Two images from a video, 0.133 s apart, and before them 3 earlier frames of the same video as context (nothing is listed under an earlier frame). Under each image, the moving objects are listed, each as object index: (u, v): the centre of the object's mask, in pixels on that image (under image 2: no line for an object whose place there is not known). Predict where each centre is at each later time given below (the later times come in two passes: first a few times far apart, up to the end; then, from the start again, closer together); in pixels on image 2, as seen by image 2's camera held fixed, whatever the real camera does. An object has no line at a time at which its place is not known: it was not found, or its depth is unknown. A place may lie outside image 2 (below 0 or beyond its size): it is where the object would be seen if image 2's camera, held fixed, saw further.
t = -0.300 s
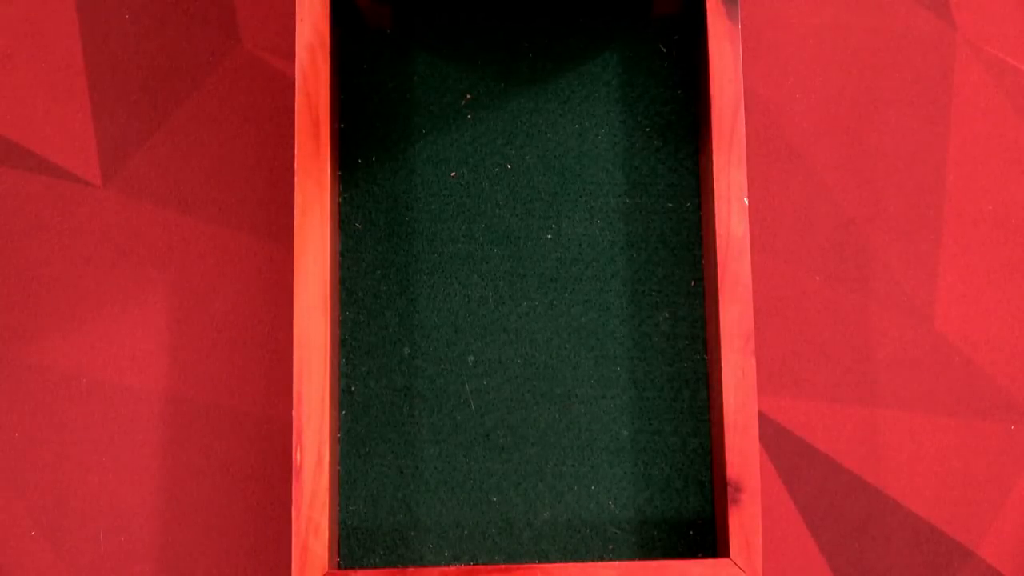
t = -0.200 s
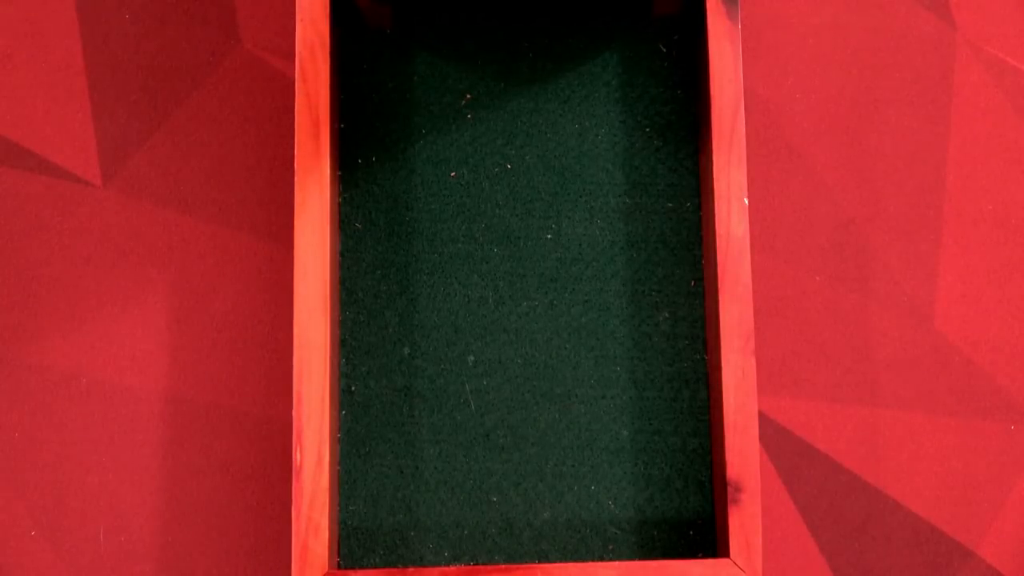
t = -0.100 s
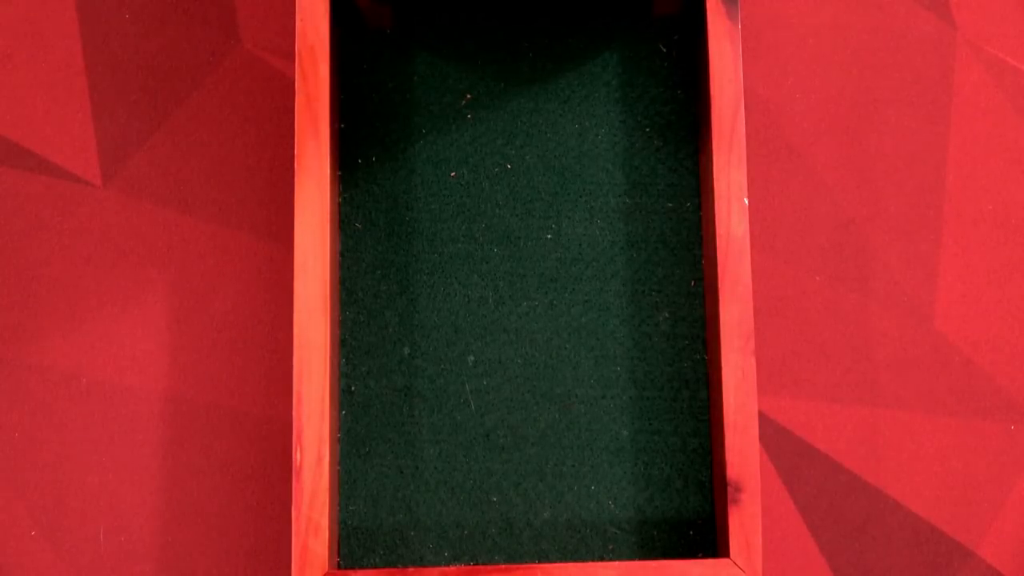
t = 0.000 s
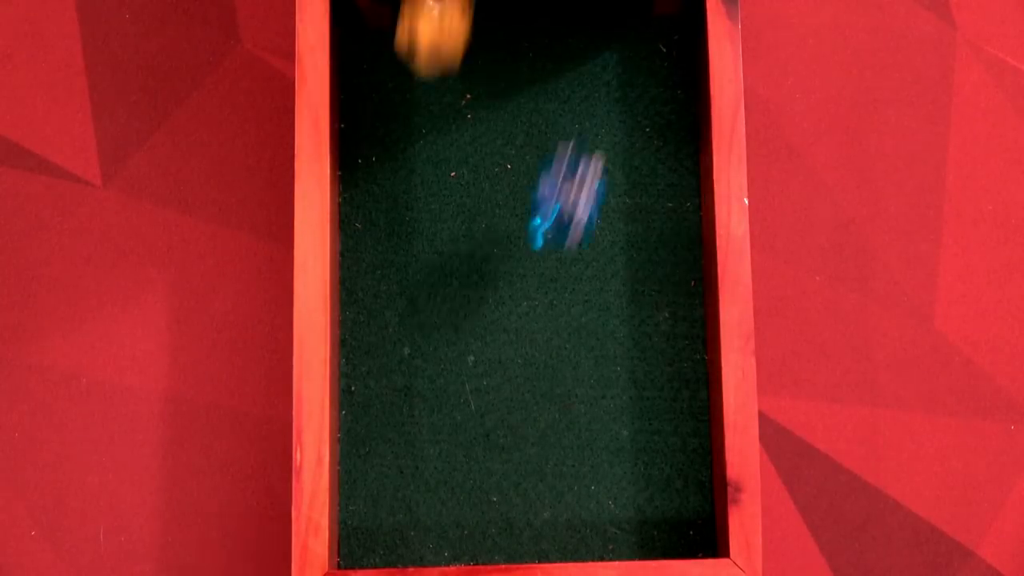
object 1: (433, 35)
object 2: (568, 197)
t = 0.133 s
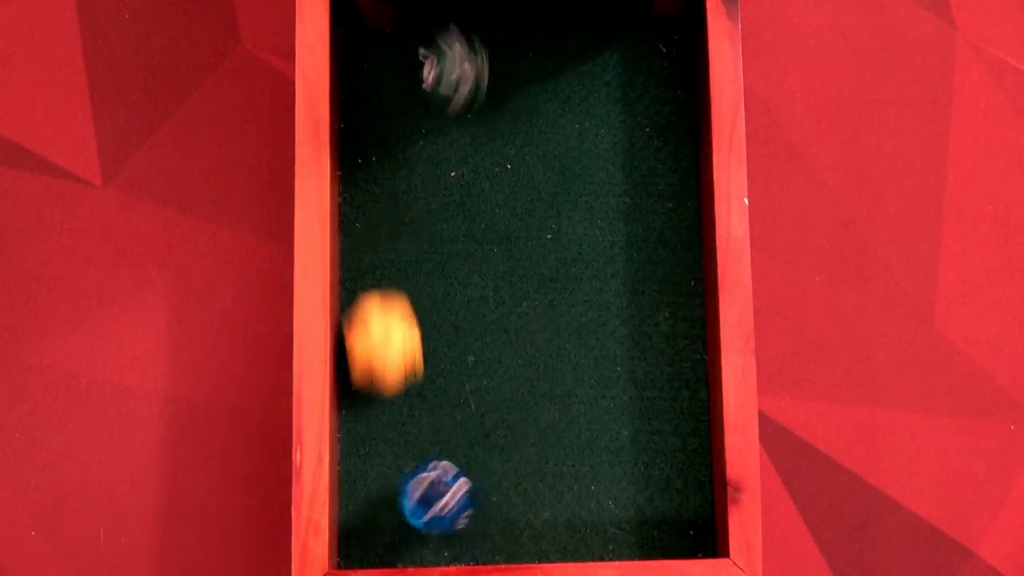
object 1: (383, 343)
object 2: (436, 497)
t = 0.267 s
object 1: (411, 397)
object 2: (387, 476)
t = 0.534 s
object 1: (490, 465)
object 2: (371, 518)
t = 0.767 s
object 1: (479, 507)
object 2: (371, 513)
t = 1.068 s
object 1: (478, 505)
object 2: (371, 513)
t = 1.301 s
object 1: (478, 505)
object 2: (371, 513)
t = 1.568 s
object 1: (478, 505)
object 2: (371, 513)
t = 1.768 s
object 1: (478, 505)
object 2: (371, 513)
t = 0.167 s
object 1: (386, 401)
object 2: (413, 496)
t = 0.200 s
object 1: (381, 391)
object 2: (401, 518)
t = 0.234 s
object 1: (399, 387)
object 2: (395, 493)
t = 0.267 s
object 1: (411, 397)
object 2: (387, 476)
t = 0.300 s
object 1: (417, 419)
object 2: (373, 489)
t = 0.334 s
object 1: (418, 440)
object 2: (371, 522)
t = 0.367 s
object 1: (426, 450)
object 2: (373, 507)
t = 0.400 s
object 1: (443, 452)
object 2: (374, 504)
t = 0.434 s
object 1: (458, 457)
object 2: (375, 504)
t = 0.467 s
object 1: (471, 461)
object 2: (372, 506)
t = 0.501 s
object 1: (483, 462)
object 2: (372, 514)
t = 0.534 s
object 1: (490, 465)
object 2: (371, 518)
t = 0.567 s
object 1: (492, 474)
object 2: (372, 515)
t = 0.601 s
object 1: (490, 483)
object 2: (371, 511)
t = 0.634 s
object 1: (486, 490)
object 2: (371, 514)
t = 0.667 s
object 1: (479, 497)
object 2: (371, 514)
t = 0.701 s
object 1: (476, 505)
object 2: (371, 513)
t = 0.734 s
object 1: (476, 510)
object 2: (371, 514)
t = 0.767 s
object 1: (479, 507)
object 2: (371, 513)
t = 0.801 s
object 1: (481, 502)
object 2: (371, 513)
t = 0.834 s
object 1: (478, 499)
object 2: (371, 513)
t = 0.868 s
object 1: (477, 503)
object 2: (371, 513)
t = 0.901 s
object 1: (478, 507)
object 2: (371, 513)
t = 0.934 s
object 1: (480, 506)
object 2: (371, 513)
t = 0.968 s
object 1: (479, 505)
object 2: (371, 513)
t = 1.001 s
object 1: (476, 505)
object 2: (371, 513)
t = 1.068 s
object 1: (478, 505)
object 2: (371, 513)
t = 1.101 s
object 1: (478, 505)
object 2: (371, 513)
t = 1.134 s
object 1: (478, 505)
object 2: (371, 513)
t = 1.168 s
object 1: (478, 505)
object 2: (371, 513)
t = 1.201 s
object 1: (478, 505)
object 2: (371, 513)
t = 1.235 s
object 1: (478, 505)
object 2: (371, 513)
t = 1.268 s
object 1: (478, 505)
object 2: (371, 513)
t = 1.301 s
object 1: (478, 505)
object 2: (371, 513)
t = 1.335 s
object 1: (478, 505)
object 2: (371, 513)
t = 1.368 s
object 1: (478, 505)
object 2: (371, 513)
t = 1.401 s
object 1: (478, 505)
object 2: (371, 513)
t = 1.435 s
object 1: (478, 505)
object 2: (371, 513)
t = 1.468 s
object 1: (478, 505)
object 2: (371, 513)
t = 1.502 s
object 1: (478, 505)
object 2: (371, 513)
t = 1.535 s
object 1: (478, 505)
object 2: (371, 513)
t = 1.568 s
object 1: (478, 505)
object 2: (371, 513)
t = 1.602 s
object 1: (478, 505)
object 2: (371, 513)
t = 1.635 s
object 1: (478, 505)
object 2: (371, 513)
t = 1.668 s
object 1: (478, 505)
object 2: (371, 513)
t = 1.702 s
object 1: (478, 505)
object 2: (371, 513)
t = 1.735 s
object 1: (478, 505)
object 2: (371, 513)
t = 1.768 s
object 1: (478, 505)
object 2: (371, 513)
